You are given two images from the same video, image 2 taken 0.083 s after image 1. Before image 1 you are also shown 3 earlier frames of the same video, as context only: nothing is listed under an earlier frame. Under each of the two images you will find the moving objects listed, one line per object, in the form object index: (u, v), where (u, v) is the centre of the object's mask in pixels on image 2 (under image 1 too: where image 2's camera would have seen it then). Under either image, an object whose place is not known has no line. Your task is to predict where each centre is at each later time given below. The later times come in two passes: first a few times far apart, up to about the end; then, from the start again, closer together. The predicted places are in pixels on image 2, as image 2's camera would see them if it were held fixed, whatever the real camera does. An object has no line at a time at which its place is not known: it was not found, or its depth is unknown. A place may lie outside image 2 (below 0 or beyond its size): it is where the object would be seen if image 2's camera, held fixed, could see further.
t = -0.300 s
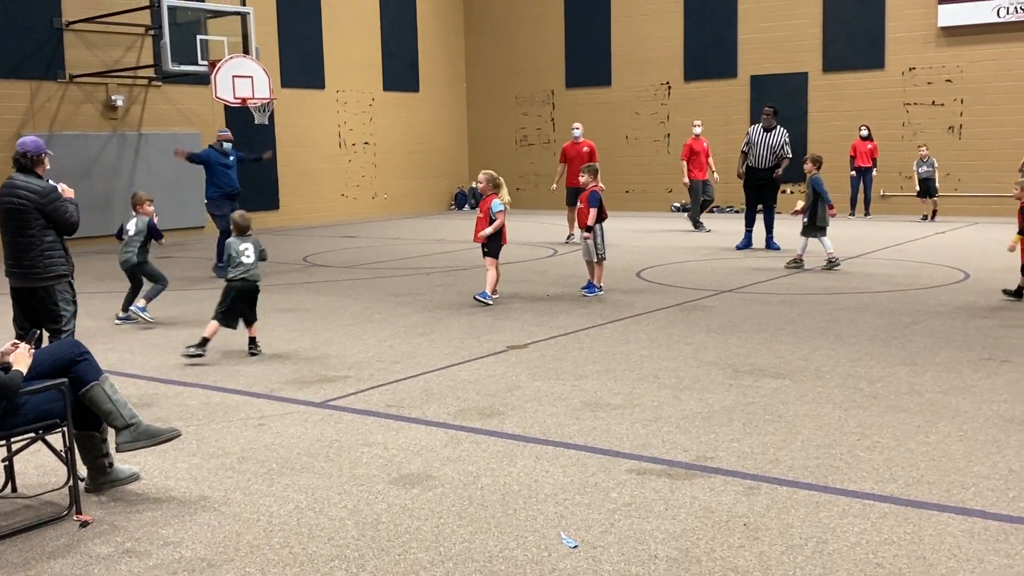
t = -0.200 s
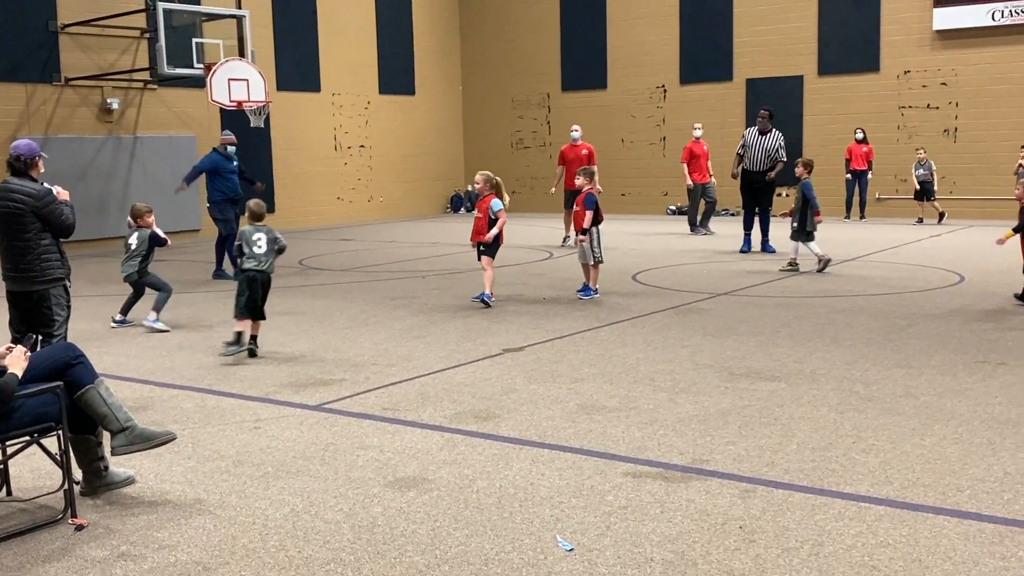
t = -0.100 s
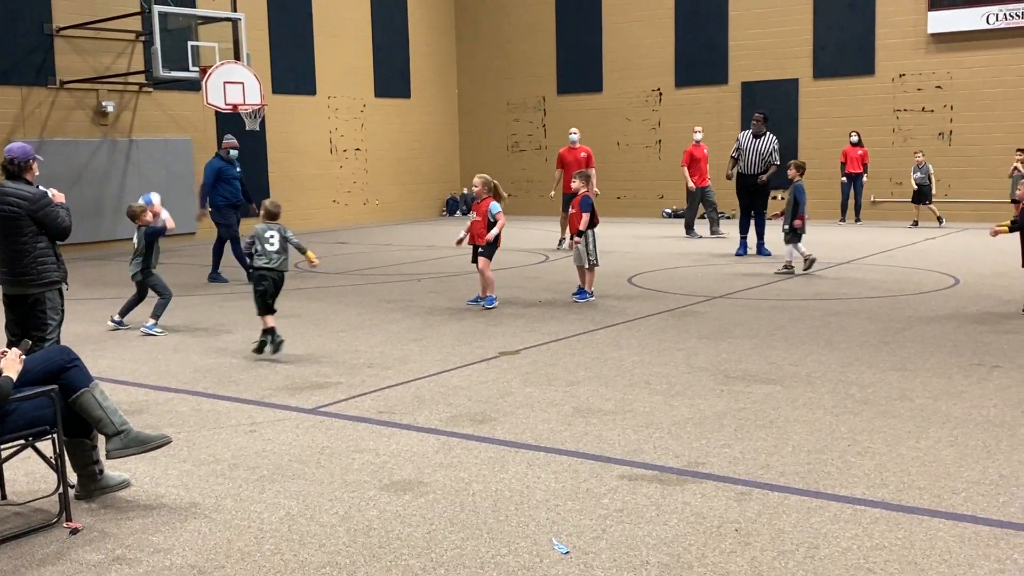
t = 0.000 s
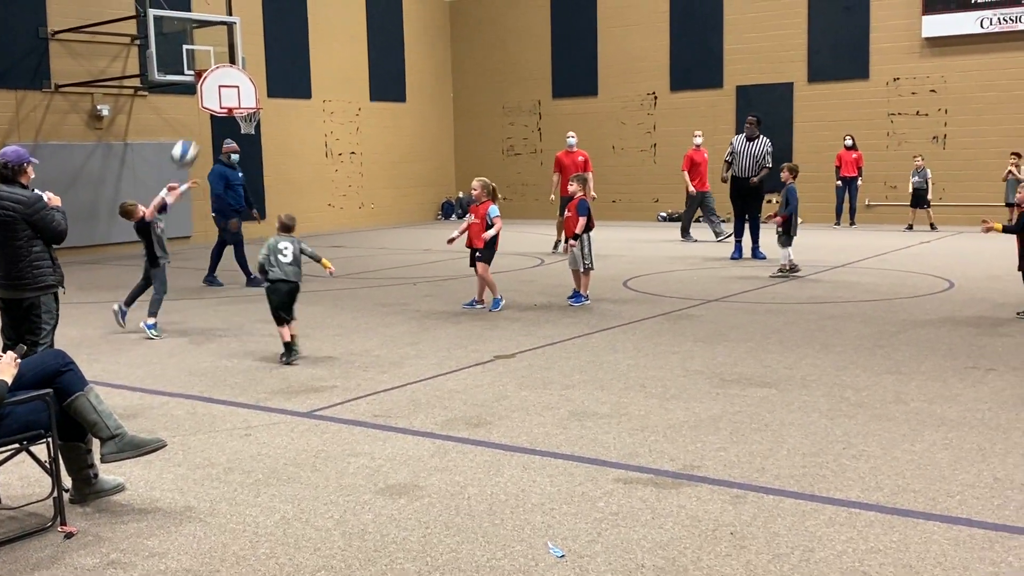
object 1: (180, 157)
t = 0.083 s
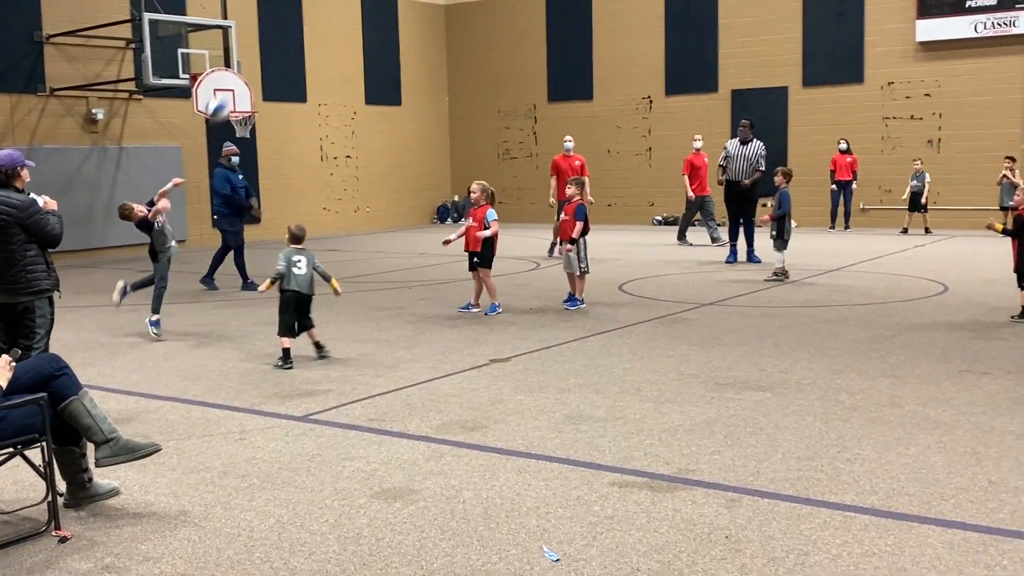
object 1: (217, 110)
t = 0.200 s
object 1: (273, 55)
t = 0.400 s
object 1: (370, -5)
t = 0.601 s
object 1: (473, -22)
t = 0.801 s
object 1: (578, 6)
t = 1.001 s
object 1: (687, 82)
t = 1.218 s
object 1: (807, 219)
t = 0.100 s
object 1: (225, 102)
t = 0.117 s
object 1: (234, 92)
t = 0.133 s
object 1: (242, 85)
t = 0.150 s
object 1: (249, 76)
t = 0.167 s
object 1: (257, 69)
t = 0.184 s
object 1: (265, 62)
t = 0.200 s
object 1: (273, 55)
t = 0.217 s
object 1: (280, 48)
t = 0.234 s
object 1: (287, 41)
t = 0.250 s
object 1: (296, 36)
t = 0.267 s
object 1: (303, 31)
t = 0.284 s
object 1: (312, 26)
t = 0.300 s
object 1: (321, 20)
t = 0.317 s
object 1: (329, 15)
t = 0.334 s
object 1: (337, 11)
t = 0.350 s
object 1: (345, 7)
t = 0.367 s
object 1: (354, 3)
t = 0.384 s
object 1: (362, -2)
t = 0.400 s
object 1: (370, -5)
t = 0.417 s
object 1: (377, -8)
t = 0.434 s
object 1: (386, -11)
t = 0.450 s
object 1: (396, -13)
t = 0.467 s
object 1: (403, -15)
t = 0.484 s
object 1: (412, -17)
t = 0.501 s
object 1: (421, -19)
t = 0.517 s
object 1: (429, -21)
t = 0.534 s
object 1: (438, -22)
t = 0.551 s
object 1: (447, -22)
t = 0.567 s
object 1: (455, -23)
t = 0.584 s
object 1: (463, -23)
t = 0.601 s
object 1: (473, -22)
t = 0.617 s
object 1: (481, -22)
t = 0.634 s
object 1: (489, -21)
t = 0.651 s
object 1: (498, -20)
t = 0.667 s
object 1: (506, -18)
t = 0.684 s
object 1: (516, -17)
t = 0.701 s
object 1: (524, -14)
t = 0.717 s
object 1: (534, -12)
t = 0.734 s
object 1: (543, -9)
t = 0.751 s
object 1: (552, -7)
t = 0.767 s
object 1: (560, -2)
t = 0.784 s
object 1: (569, 2)
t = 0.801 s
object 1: (578, 6)
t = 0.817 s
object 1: (587, 10)
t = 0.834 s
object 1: (595, 14)
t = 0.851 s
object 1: (605, 20)
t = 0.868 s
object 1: (615, 26)
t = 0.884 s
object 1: (625, 32)
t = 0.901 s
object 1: (633, 38)
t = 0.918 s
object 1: (642, 44)
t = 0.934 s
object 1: (651, 51)
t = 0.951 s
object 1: (661, 59)
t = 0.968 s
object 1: (670, 66)
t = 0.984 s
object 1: (678, 75)
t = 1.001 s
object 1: (687, 82)
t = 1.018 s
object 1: (696, 90)
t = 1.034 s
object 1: (704, 99)
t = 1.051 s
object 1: (715, 109)
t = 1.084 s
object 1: (734, 127)
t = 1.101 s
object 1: (742, 135)
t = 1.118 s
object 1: (751, 144)
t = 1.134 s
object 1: (763, 159)
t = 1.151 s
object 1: (771, 171)
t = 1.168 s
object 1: (779, 181)
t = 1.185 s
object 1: (787, 193)
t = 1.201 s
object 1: (797, 206)
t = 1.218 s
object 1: (807, 219)
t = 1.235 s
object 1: (816, 231)
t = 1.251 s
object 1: (826, 245)
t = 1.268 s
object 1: (836, 258)
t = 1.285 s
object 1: (846, 271)
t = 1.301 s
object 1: (856, 285)
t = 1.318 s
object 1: (865, 299)
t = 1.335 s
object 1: (874, 314)
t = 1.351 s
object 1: (884, 329)
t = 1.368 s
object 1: (890, 329)
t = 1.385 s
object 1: (895, 317)
